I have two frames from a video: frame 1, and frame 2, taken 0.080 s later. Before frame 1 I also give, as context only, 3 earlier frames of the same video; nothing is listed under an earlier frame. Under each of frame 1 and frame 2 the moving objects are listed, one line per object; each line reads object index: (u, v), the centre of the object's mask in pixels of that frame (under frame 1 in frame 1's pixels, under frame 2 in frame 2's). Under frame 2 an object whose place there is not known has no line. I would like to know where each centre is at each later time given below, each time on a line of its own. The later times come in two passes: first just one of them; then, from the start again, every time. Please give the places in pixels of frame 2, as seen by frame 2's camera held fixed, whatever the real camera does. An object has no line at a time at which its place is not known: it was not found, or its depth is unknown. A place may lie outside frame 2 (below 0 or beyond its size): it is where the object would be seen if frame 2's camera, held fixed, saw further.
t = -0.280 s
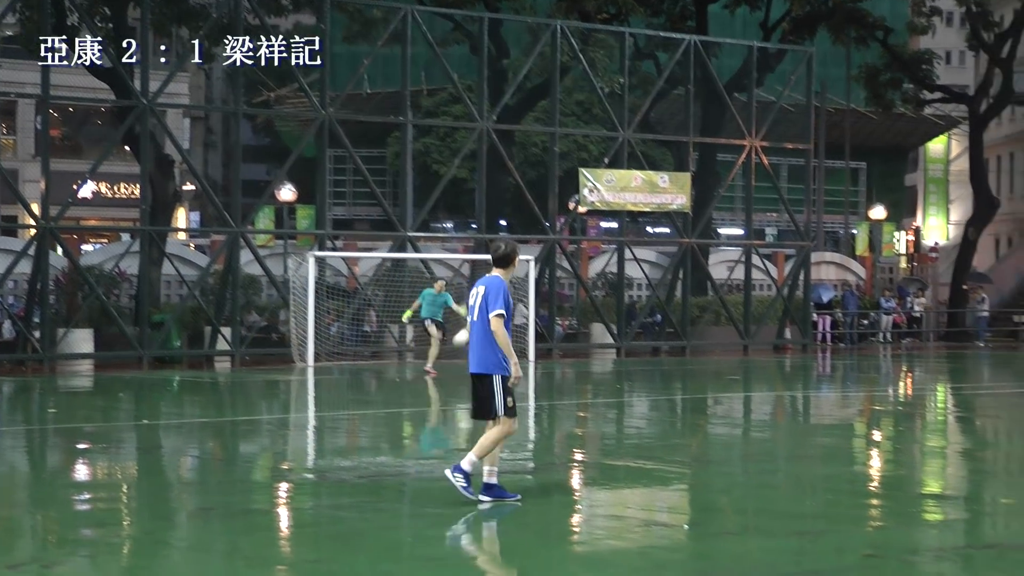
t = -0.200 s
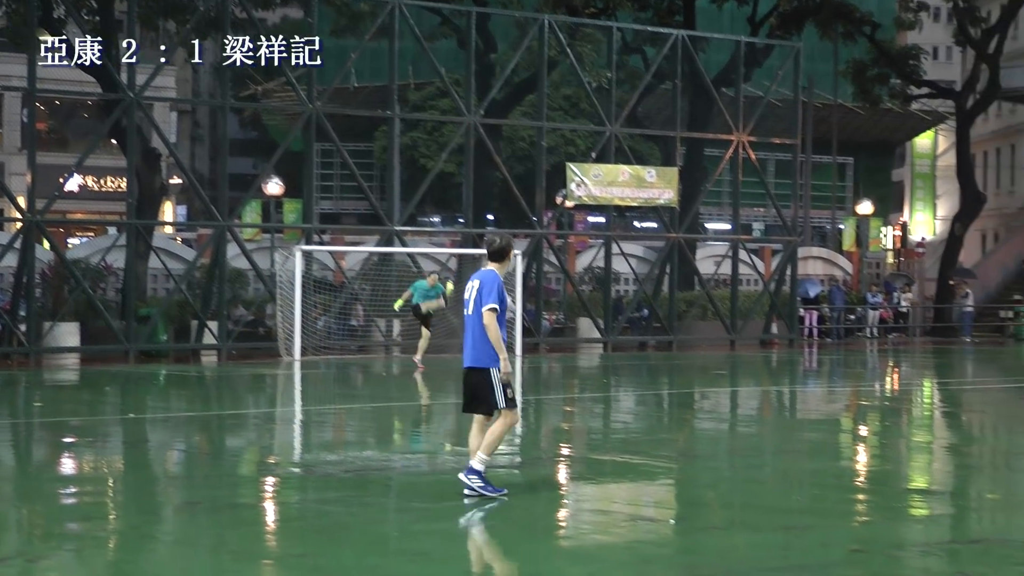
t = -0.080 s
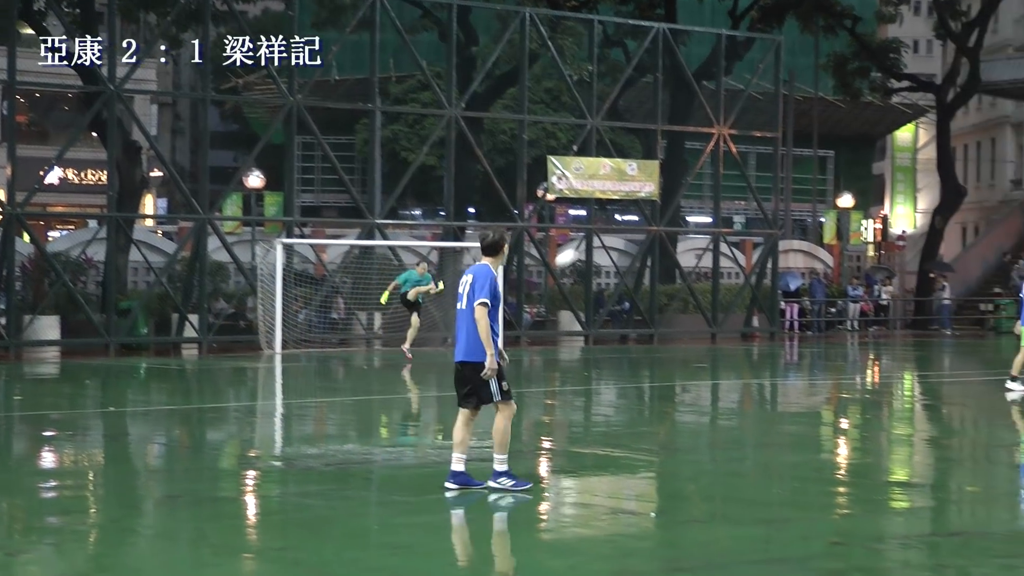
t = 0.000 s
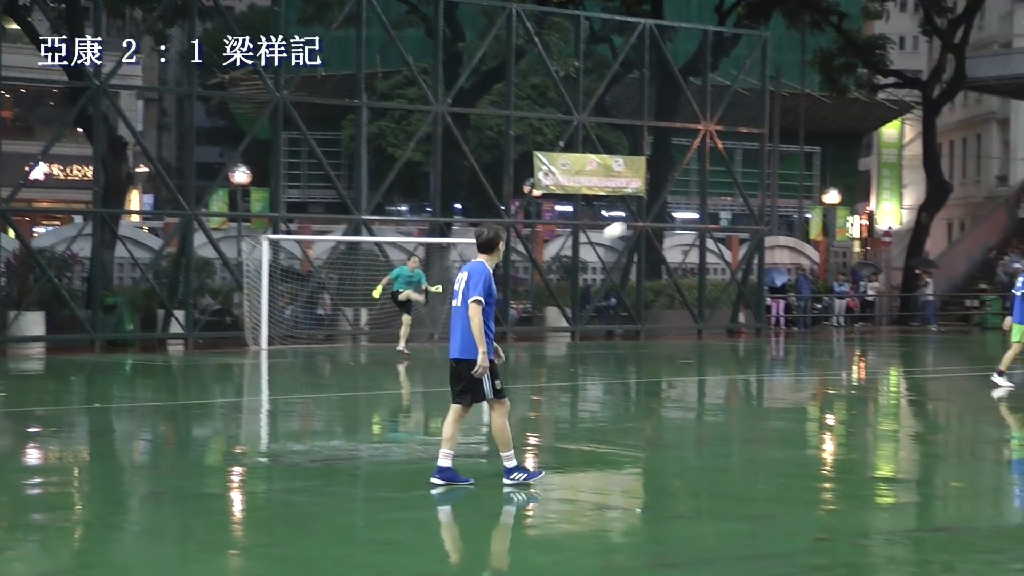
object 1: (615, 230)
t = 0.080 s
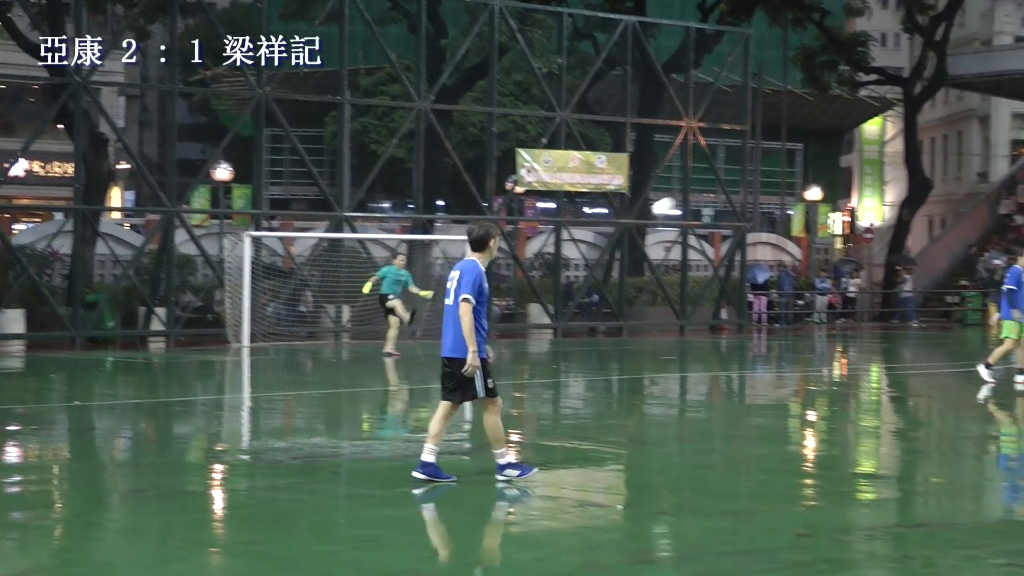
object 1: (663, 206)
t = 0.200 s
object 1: (766, 181)
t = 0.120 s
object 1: (696, 198)
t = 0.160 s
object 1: (731, 189)
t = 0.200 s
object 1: (766, 181)
